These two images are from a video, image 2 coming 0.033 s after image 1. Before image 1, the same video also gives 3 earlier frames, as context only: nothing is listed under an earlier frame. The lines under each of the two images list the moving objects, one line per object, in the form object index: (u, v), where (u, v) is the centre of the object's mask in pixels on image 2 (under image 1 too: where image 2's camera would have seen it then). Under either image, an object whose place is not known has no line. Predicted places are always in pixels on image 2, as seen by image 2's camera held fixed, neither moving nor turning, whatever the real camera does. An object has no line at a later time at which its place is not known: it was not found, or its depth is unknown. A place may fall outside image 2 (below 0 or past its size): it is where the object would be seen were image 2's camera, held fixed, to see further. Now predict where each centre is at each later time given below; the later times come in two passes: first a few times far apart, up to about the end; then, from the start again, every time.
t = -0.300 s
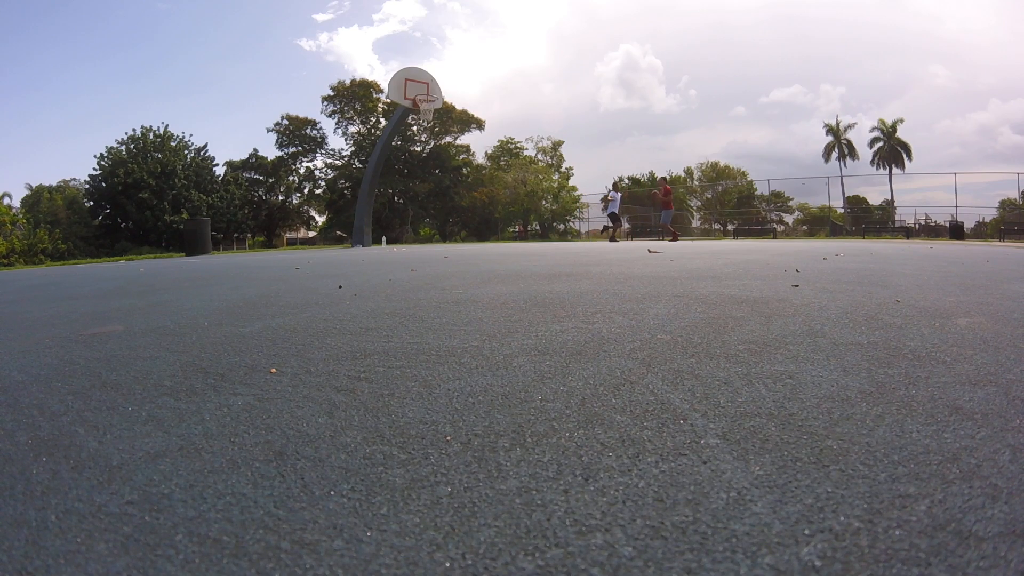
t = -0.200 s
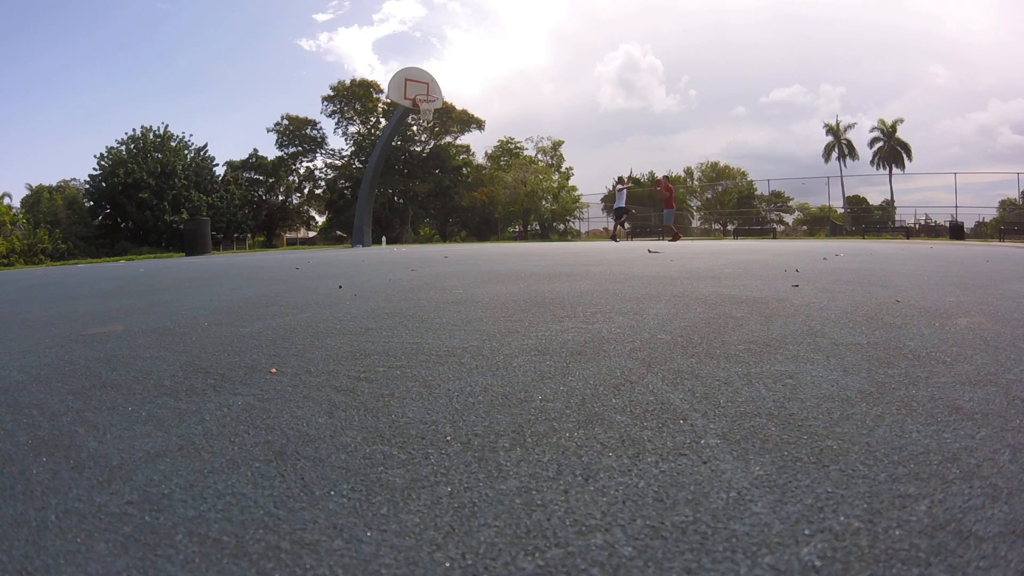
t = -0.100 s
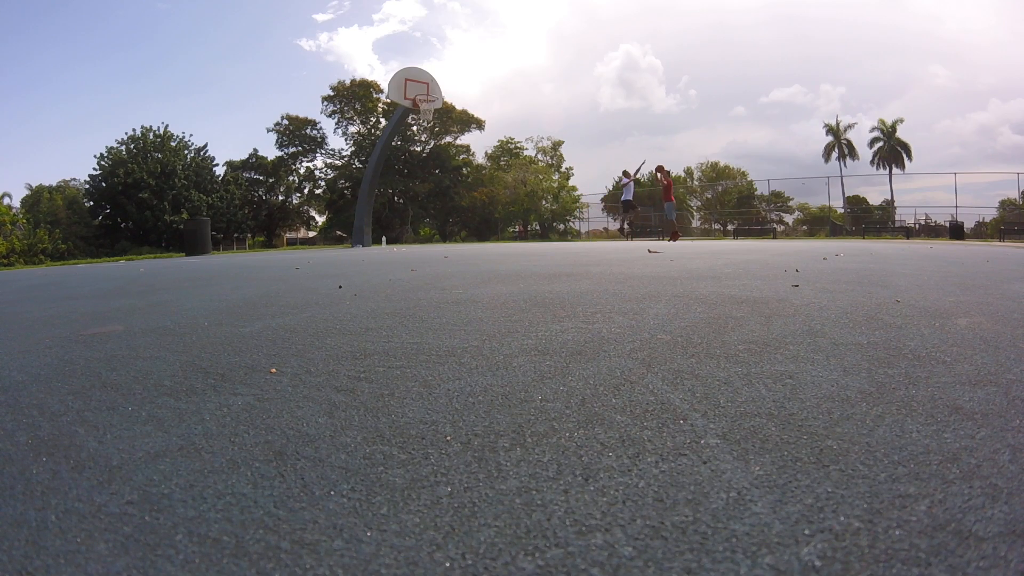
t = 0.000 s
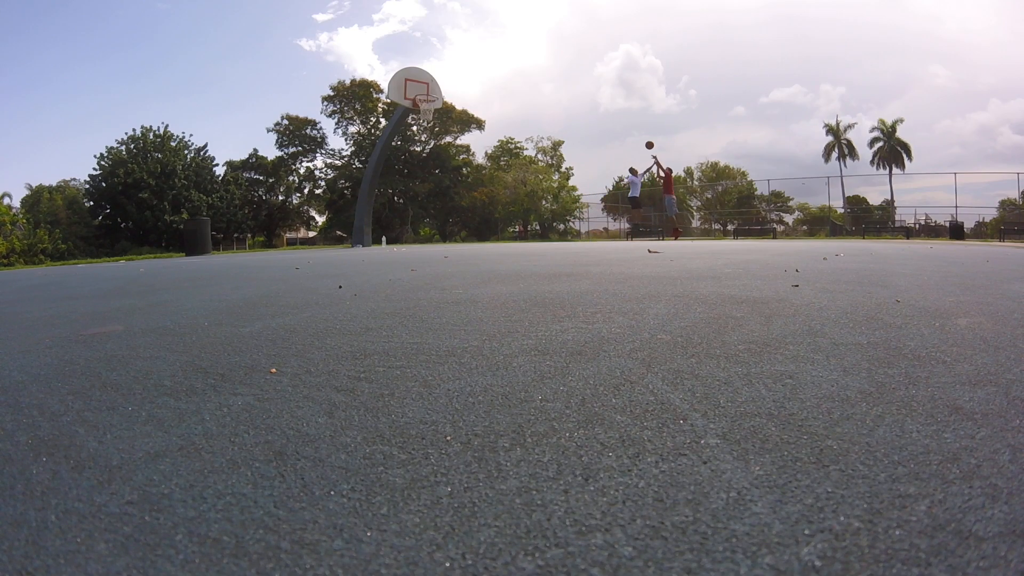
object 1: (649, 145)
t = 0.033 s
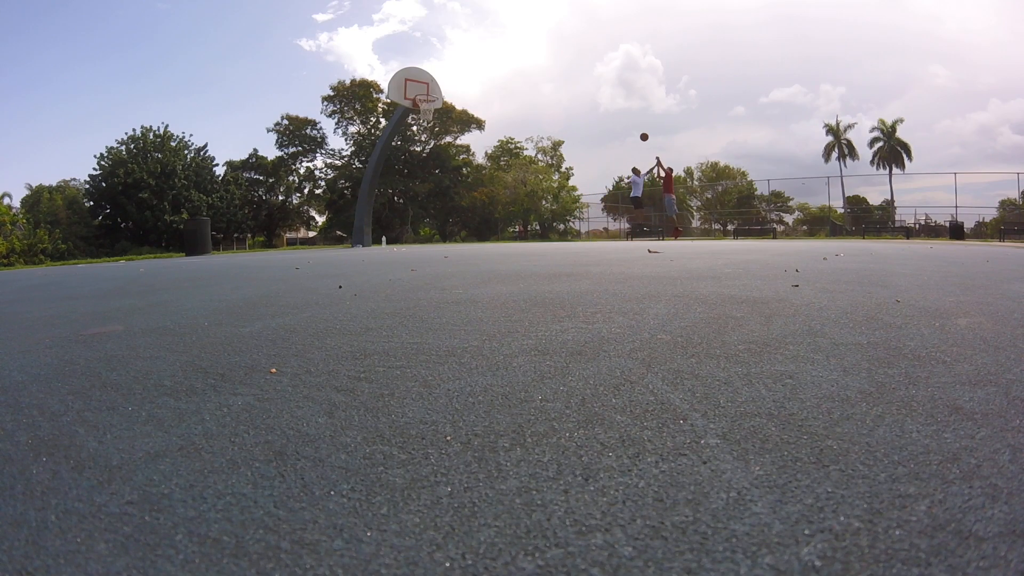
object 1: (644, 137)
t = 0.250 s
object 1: (608, 92)
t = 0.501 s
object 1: (564, 60)
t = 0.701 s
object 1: (527, 50)
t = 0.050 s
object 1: (641, 133)
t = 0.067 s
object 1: (638, 129)
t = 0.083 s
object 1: (636, 125)
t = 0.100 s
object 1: (633, 122)
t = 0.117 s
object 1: (630, 118)
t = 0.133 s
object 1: (627, 114)
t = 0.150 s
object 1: (625, 111)
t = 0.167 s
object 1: (622, 108)
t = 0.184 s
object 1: (619, 104)
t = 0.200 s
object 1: (616, 101)
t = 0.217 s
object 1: (613, 98)
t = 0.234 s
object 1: (611, 95)
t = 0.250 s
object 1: (608, 92)
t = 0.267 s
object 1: (605, 89)
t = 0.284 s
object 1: (602, 87)
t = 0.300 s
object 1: (599, 84)
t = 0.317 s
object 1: (596, 82)
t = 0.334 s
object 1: (593, 79)
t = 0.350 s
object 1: (590, 77)
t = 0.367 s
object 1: (587, 75)
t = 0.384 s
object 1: (585, 72)
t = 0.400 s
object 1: (581, 70)
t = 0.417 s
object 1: (579, 68)
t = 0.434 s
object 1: (576, 67)
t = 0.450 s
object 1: (573, 65)
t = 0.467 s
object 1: (570, 63)
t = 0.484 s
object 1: (567, 62)
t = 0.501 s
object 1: (564, 60)
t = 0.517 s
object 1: (561, 59)
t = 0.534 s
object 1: (558, 57)
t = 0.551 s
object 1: (555, 56)
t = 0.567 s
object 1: (552, 55)
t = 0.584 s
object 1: (549, 54)
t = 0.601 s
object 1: (545, 53)
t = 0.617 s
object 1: (542, 53)
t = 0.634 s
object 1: (539, 52)
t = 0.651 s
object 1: (536, 51)
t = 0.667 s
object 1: (533, 51)
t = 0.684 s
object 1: (530, 51)
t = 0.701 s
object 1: (527, 50)
